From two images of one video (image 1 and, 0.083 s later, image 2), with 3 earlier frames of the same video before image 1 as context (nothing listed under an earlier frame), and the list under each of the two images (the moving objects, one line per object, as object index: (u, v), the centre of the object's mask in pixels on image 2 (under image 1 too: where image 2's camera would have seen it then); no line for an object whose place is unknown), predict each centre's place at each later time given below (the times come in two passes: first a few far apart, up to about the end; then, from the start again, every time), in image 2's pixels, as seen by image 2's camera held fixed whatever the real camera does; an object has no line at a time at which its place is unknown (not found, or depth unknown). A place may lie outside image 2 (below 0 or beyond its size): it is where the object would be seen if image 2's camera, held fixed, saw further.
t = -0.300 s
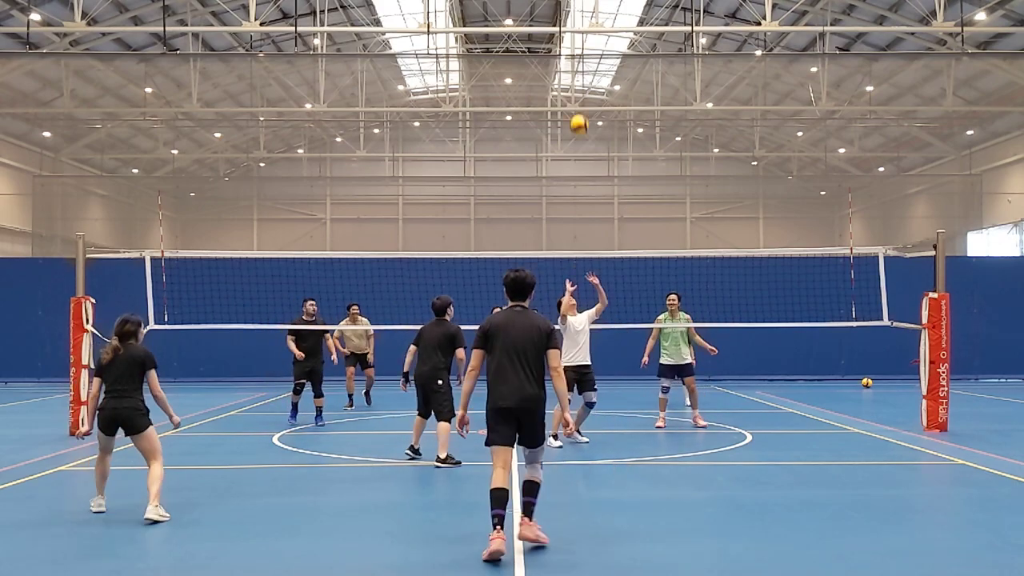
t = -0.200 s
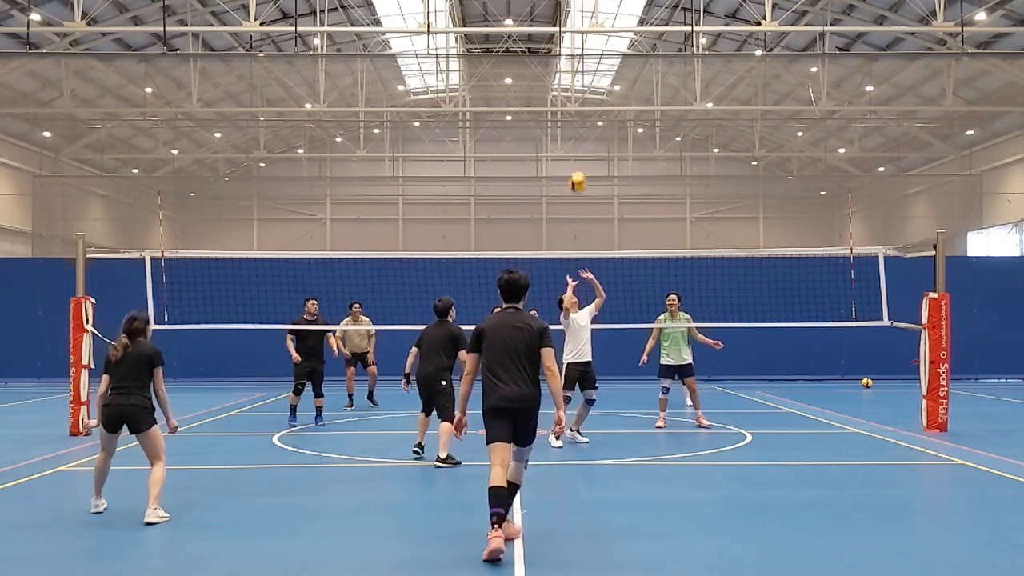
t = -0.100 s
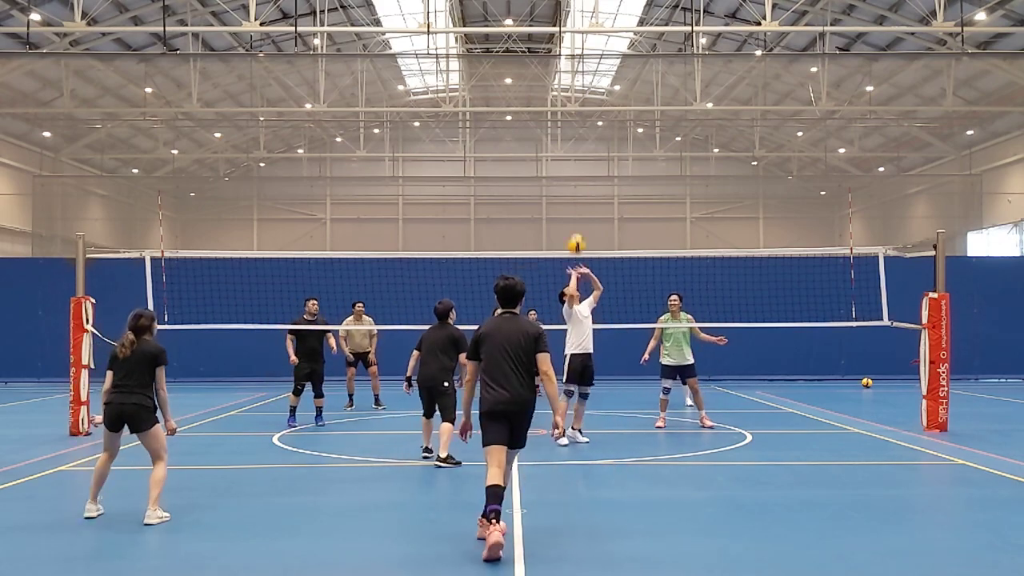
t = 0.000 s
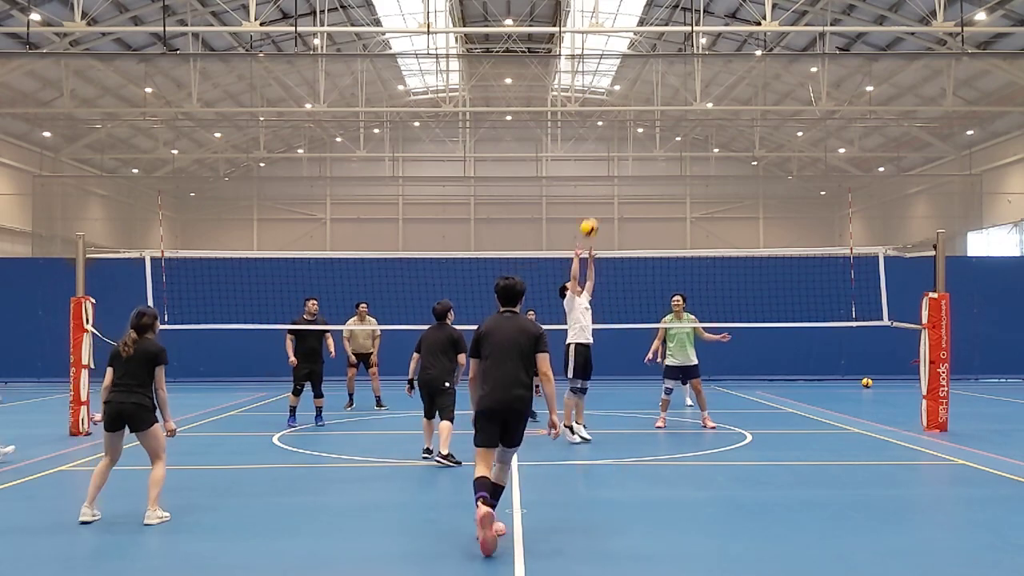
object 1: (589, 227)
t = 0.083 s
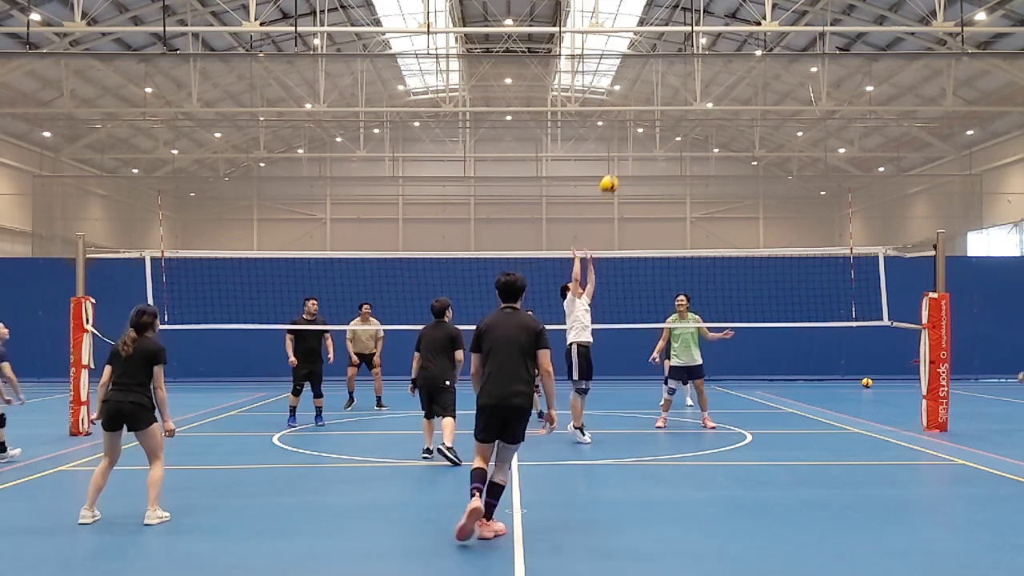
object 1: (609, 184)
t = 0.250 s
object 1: (648, 115)
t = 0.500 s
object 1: (711, 57)
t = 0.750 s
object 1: (773, 51)
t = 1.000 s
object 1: (835, 100)
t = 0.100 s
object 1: (612, 176)
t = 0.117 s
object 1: (617, 168)
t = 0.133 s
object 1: (620, 161)
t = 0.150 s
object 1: (624, 153)
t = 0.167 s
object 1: (628, 146)
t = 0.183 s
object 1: (632, 139)
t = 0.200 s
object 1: (636, 132)
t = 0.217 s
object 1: (640, 126)
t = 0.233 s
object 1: (644, 120)
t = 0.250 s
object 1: (648, 115)
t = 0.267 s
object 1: (653, 109)
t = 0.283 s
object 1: (657, 104)
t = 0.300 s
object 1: (661, 99)
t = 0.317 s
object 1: (665, 94)
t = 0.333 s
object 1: (669, 90)
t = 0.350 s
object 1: (674, 85)
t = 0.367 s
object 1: (677, 81)
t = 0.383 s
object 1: (682, 77)
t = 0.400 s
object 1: (686, 73)
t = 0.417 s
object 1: (689, 70)
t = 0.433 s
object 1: (694, 67)
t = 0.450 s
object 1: (698, 64)
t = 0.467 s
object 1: (702, 61)
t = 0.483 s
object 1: (706, 59)
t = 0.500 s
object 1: (711, 57)
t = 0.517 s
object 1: (715, 55)
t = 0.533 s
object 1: (719, 53)
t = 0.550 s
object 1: (723, 51)
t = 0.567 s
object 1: (727, 50)
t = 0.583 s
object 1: (732, 49)
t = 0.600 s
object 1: (736, 48)
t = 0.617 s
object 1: (740, 47)
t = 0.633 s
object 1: (744, 47)
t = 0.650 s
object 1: (747, 47)
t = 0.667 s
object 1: (752, 47)
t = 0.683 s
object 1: (756, 47)
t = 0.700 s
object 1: (760, 48)
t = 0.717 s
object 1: (764, 48)
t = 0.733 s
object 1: (769, 49)
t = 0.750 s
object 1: (773, 51)
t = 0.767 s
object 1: (777, 53)
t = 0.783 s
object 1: (781, 54)
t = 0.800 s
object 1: (786, 56)
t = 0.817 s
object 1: (789, 58)
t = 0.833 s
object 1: (793, 61)
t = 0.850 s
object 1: (797, 64)
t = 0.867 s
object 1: (801, 67)
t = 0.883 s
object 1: (806, 70)
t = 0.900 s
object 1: (810, 74)
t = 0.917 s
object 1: (814, 77)
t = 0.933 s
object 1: (818, 81)
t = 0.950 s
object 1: (822, 86)
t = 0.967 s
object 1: (827, 90)
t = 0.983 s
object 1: (831, 95)
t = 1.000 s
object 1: (835, 100)
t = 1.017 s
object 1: (839, 105)
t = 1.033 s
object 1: (843, 111)
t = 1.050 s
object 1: (847, 117)
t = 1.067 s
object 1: (852, 123)
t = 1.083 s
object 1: (856, 130)
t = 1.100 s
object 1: (860, 136)
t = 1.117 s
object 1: (864, 143)
